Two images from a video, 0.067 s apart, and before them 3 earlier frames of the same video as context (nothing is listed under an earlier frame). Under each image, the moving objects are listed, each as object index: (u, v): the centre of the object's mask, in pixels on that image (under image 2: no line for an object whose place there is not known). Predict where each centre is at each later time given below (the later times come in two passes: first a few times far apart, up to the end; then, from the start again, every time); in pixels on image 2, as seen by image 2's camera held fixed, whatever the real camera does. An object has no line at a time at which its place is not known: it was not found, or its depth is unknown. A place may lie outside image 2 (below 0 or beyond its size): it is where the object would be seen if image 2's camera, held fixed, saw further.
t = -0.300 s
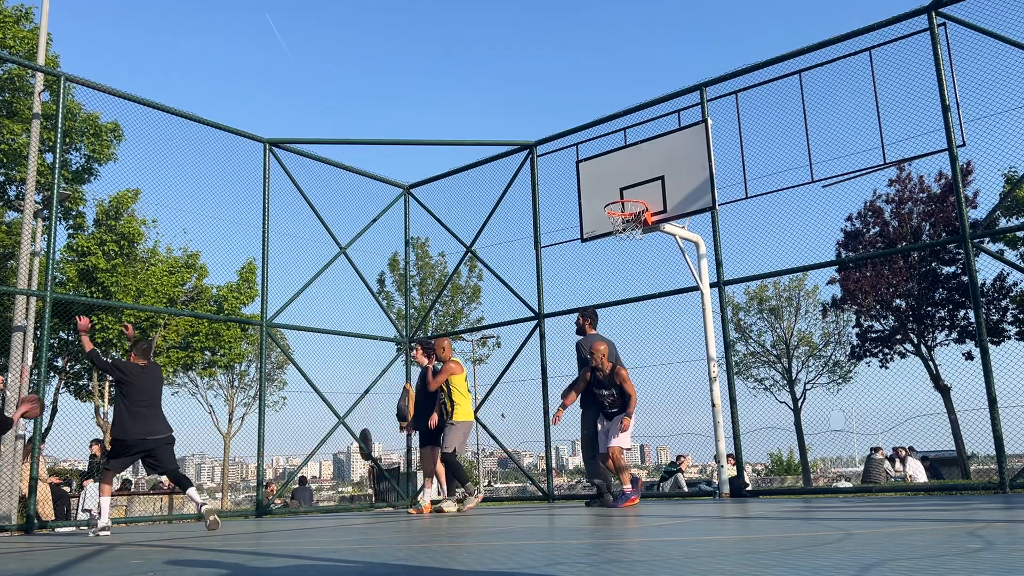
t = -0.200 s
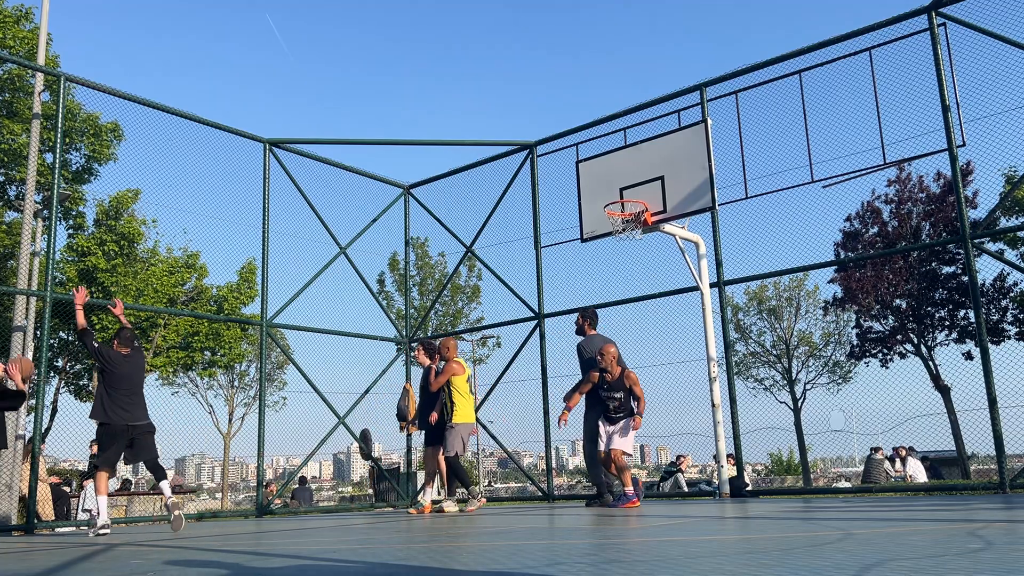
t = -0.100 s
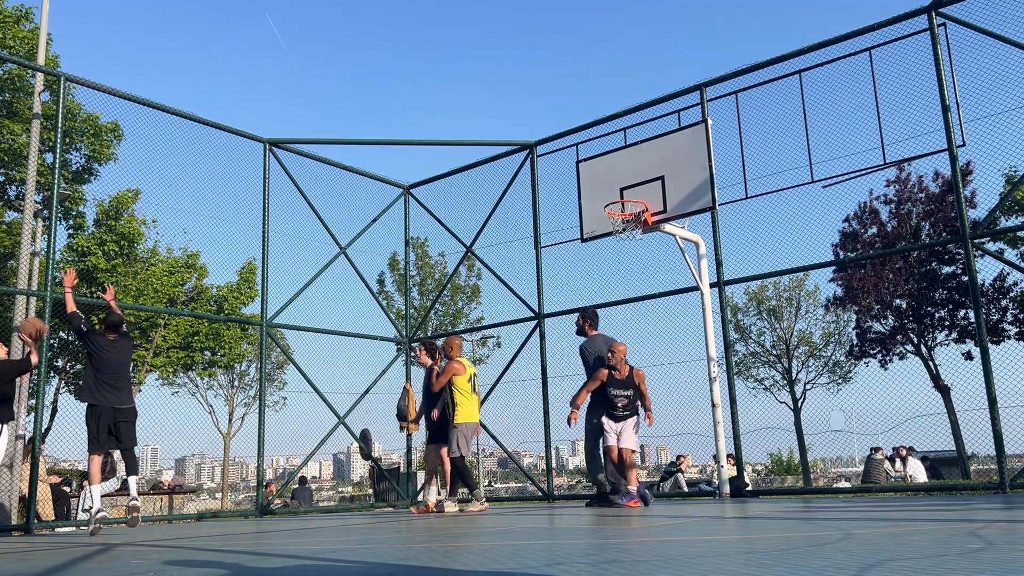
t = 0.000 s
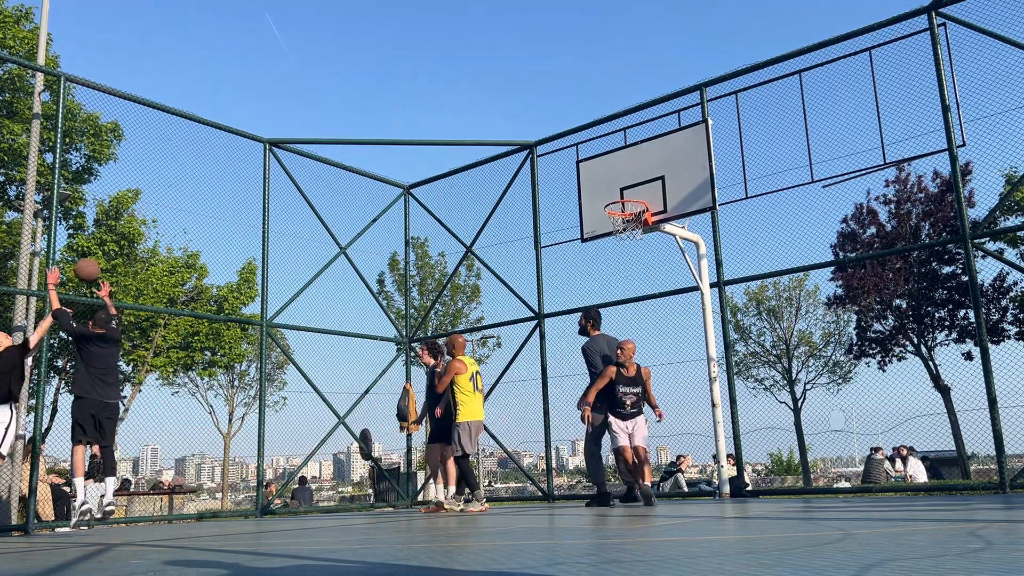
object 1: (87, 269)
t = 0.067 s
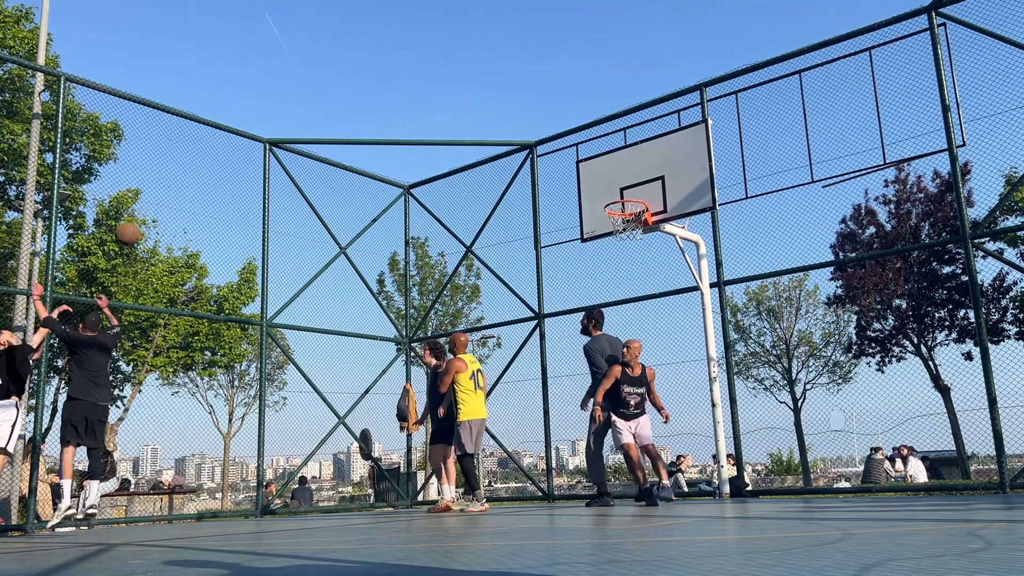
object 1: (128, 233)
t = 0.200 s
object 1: (204, 177)
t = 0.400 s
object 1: (310, 127)
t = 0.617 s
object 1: (416, 112)
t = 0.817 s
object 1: (509, 132)
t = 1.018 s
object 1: (600, 183)
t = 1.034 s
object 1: (608, 188)
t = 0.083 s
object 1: (138, 225)
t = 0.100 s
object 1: (147, 218)
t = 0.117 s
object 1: (157, 210)
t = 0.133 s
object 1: (166, 203)
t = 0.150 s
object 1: (176, 196)
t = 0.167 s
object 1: (186, 190)
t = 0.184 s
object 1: (195, 183)
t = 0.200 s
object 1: (204, 177)
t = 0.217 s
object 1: (214, 172)
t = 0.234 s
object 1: (223, 166)
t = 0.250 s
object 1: (232, 161)
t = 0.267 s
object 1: (241, 156)
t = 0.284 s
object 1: (250, 151)
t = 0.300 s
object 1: (259, 147)
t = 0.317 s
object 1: (267, 143)
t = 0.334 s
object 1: (277, 139)
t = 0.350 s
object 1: (284, 136)
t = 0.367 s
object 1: (293, 132)
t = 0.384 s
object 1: (302, 130)
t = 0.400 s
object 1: (310, 127)
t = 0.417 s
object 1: (319, 124)
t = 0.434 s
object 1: (327, 122)
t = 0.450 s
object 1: (335, 120)
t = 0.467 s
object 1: (344, 118)
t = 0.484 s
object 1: (352, 116)
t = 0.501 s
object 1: (360, 115)
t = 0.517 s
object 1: (368, 114)
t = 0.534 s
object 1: (376, 113)
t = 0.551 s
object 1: (384, 112)
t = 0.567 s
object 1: (392, 112)
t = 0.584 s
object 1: (400, 112)
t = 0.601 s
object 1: (408, 112)
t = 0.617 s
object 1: (416, 112)
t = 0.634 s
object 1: (424, 113)
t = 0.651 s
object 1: (432, 113)
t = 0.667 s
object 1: (439, 114)
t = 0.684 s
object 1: (447, 115)
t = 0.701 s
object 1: (455, 117)
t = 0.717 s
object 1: (463, 118)
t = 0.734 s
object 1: (471, 120)
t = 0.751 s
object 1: (478, 122)
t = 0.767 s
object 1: (486, 125)
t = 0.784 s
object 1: (493, 127)
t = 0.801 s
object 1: (501, 130)
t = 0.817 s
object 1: (509, 132)
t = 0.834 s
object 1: (517, 135)
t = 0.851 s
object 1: (524, 138)
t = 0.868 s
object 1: (532, 142)
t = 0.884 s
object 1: (540, 145)
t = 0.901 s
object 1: (548, 150)
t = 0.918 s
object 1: (554, 154)
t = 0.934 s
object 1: (562, 158)
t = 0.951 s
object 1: (570, 163)
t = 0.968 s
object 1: (577, 167)
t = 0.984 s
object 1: (585, 172)
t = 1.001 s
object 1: (592, 178)
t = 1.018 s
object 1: (600, 183)
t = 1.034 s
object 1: (608, 188)
